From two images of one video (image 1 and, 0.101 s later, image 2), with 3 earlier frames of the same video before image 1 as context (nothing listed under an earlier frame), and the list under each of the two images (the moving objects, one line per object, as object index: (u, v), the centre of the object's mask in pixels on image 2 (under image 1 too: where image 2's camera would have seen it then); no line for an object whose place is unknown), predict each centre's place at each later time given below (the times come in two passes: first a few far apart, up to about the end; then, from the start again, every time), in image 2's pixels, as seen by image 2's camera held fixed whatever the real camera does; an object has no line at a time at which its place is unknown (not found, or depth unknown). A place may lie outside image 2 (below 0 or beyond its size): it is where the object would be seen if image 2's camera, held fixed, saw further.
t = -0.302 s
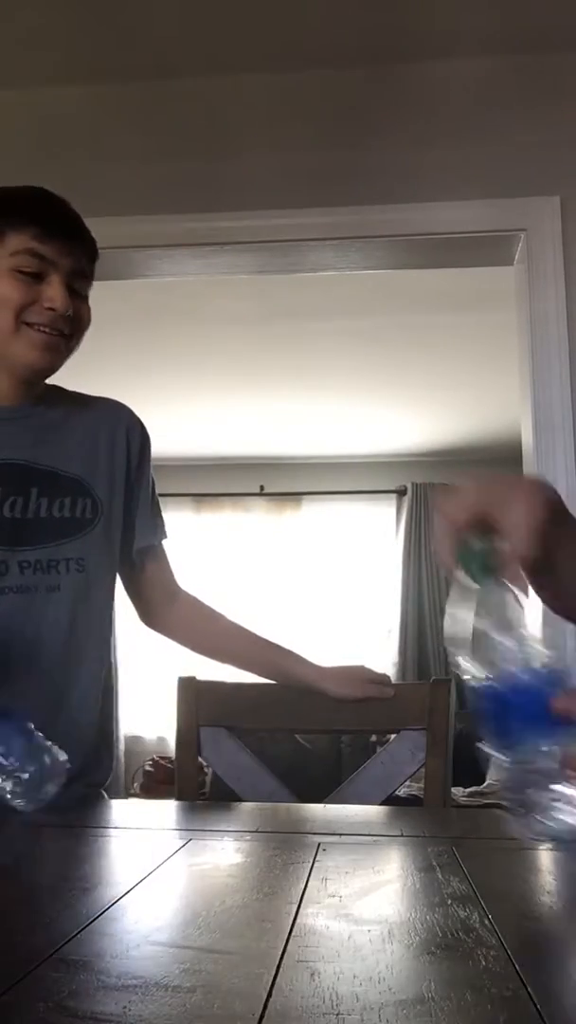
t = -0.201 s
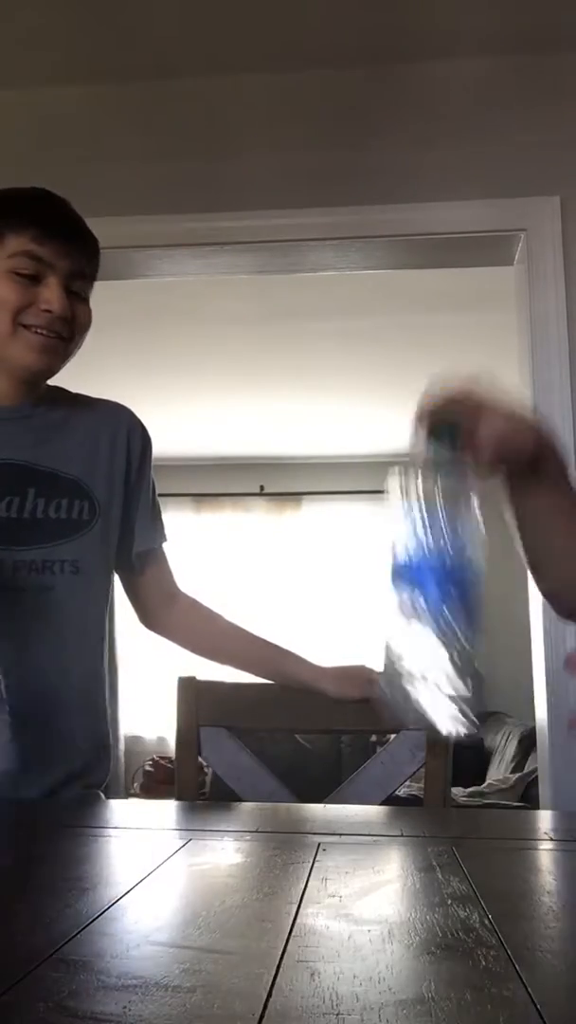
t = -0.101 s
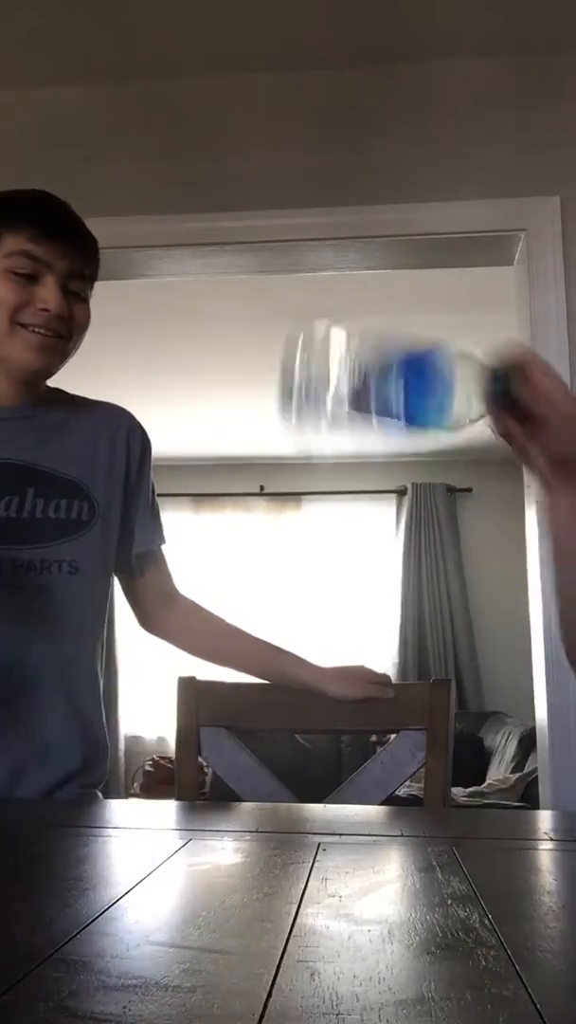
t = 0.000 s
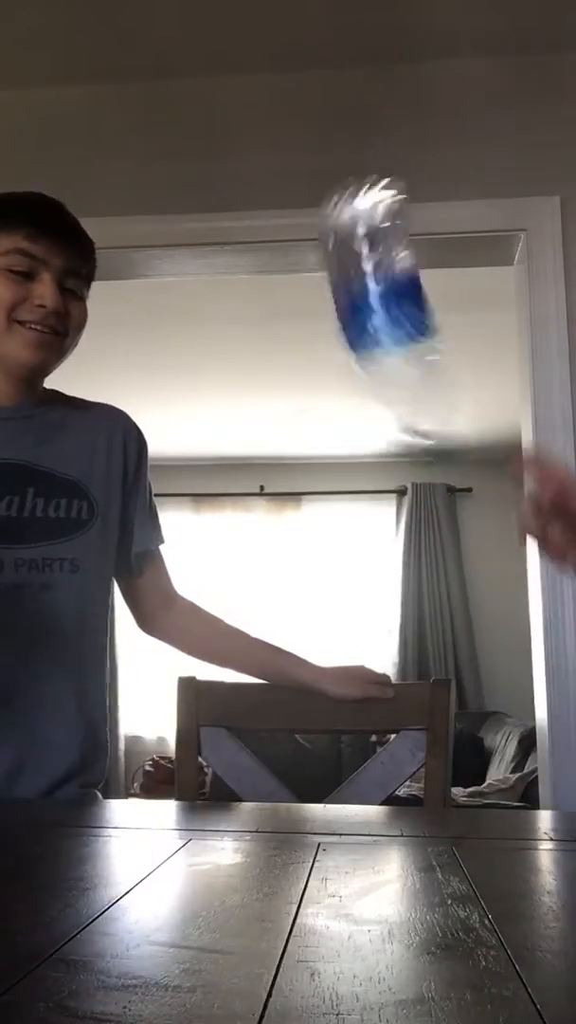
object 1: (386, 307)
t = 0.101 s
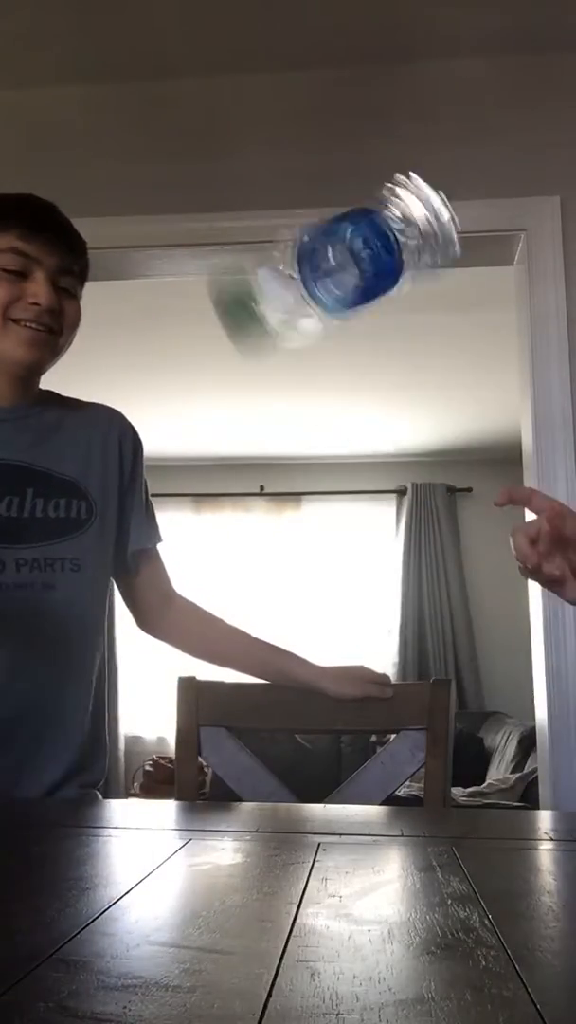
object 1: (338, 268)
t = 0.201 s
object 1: (372, 308)
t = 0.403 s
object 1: (487, 740)
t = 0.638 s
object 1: (519, 820)
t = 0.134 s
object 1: (344, 264)
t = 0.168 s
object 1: (358, 278)
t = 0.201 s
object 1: (372, 308)
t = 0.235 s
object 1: (394, 370)
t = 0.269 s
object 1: (411, 439)
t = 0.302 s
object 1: (433, 550)
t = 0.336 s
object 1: (453, 662)
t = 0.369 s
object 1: (471, 739)
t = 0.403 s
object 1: (487, 740)
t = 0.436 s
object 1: (497, 741)
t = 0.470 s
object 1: (505, 750)
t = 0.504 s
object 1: (507, 765)
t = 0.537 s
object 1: (509, 783)
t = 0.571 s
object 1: (507, 803)
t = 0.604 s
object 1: (515, 822)
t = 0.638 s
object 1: (519, 820)
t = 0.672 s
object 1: (521, 822)
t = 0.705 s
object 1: (522, 822)
